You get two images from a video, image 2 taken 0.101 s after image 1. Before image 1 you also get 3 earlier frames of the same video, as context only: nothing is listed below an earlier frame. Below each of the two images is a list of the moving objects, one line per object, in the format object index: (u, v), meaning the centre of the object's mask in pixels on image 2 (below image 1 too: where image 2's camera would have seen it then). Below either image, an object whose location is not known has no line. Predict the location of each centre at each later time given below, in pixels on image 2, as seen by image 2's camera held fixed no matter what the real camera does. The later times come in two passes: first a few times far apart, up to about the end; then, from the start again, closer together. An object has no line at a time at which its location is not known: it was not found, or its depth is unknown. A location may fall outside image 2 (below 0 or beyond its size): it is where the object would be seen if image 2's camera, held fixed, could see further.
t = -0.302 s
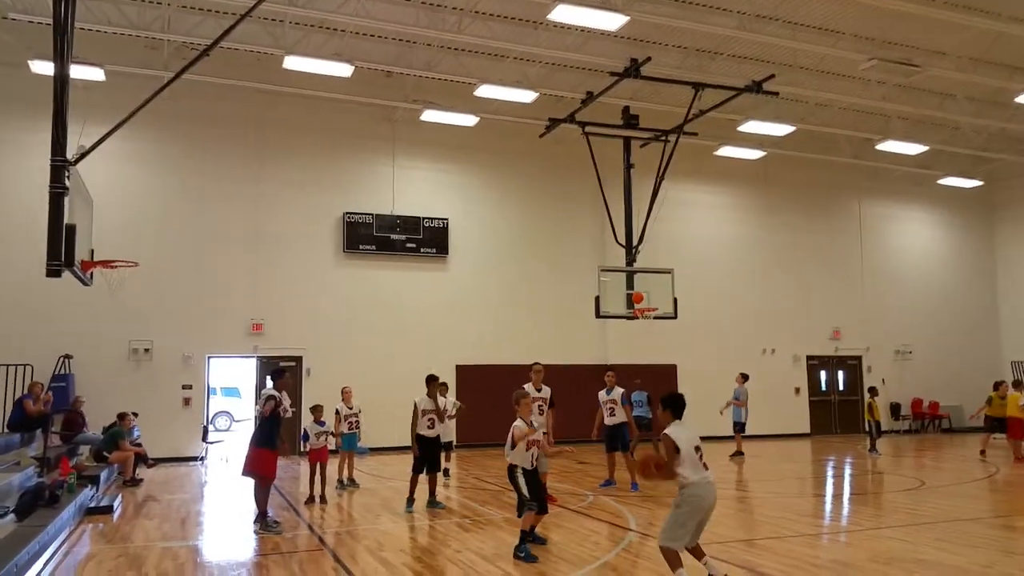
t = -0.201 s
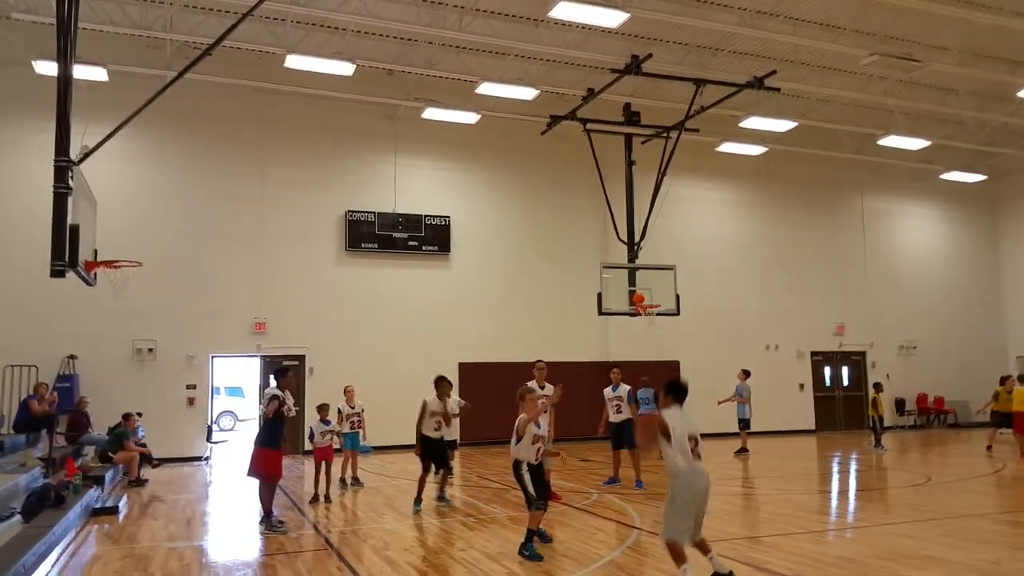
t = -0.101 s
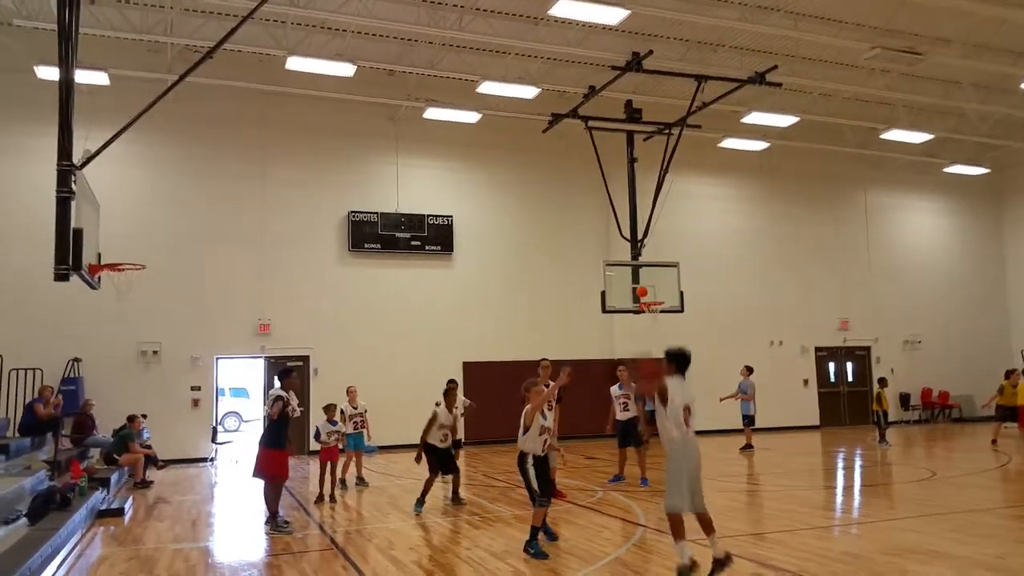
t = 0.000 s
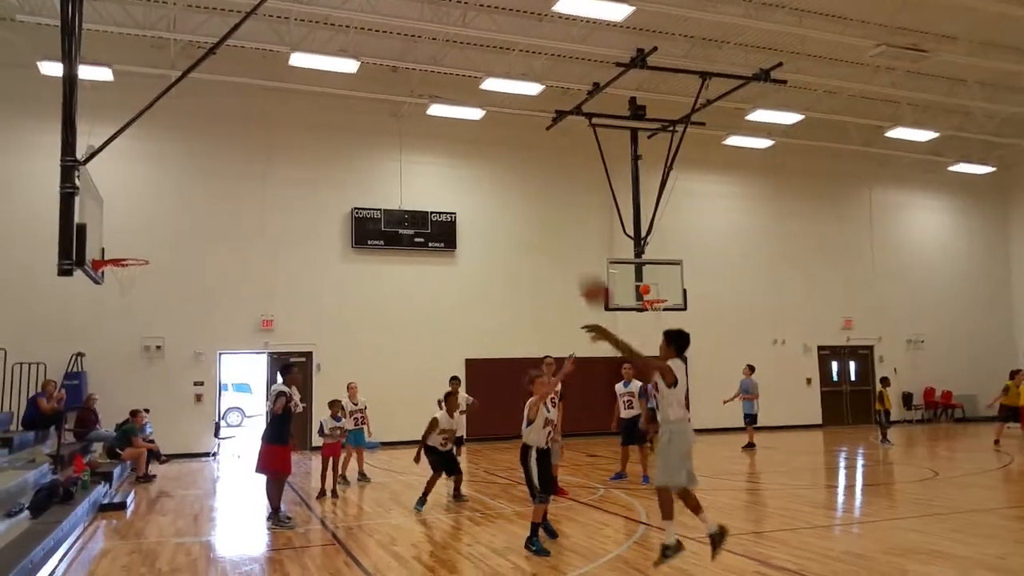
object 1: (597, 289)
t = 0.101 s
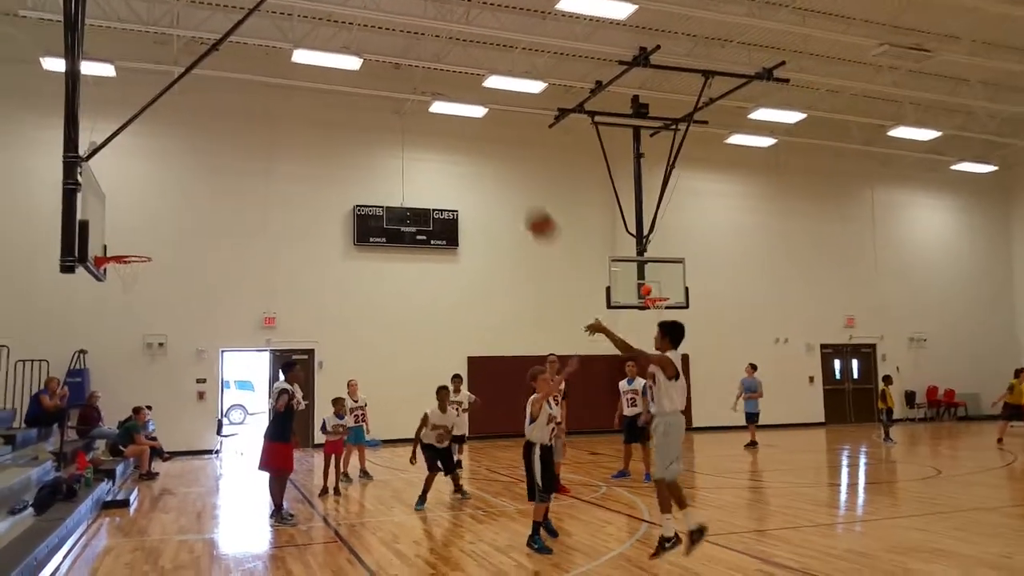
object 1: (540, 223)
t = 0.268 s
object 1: (455, 147)
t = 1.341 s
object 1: (138, 295)
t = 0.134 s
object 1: (522, 204)
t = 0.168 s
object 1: (505, 188)
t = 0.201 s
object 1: (488, 173)
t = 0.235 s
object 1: (472, 159)
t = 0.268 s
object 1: (455, 147)
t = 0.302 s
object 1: (439, 137)
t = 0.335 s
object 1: (424, 127)
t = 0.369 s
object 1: (408, 119)
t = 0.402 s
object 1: (394, 112)
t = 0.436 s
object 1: (378, 106)
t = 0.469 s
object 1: (365, 101)
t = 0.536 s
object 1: (339, 95)
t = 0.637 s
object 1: (300, 93)
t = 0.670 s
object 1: (286, 95)
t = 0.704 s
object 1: (275, 98)
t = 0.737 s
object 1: (263, 101)
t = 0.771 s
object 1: (250, 106)
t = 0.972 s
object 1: (182, 153)
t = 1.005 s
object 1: (170, 163)
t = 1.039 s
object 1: (160, 175)
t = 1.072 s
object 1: (150, 188)
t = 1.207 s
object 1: (106, 244)
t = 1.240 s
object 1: (106, 259)
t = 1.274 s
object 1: (116, 272)
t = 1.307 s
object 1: (127, 282)
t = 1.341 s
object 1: (138, 295)
